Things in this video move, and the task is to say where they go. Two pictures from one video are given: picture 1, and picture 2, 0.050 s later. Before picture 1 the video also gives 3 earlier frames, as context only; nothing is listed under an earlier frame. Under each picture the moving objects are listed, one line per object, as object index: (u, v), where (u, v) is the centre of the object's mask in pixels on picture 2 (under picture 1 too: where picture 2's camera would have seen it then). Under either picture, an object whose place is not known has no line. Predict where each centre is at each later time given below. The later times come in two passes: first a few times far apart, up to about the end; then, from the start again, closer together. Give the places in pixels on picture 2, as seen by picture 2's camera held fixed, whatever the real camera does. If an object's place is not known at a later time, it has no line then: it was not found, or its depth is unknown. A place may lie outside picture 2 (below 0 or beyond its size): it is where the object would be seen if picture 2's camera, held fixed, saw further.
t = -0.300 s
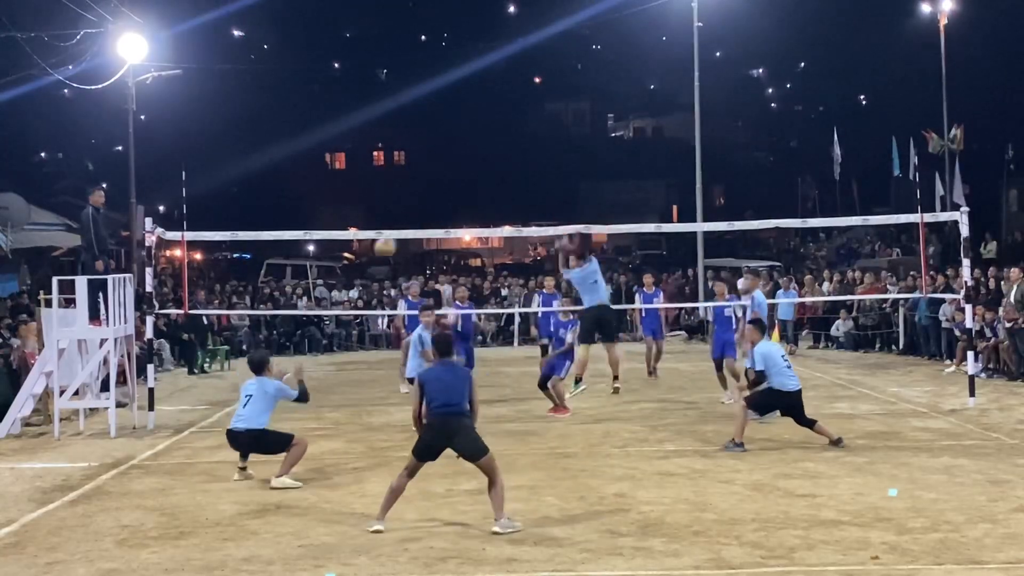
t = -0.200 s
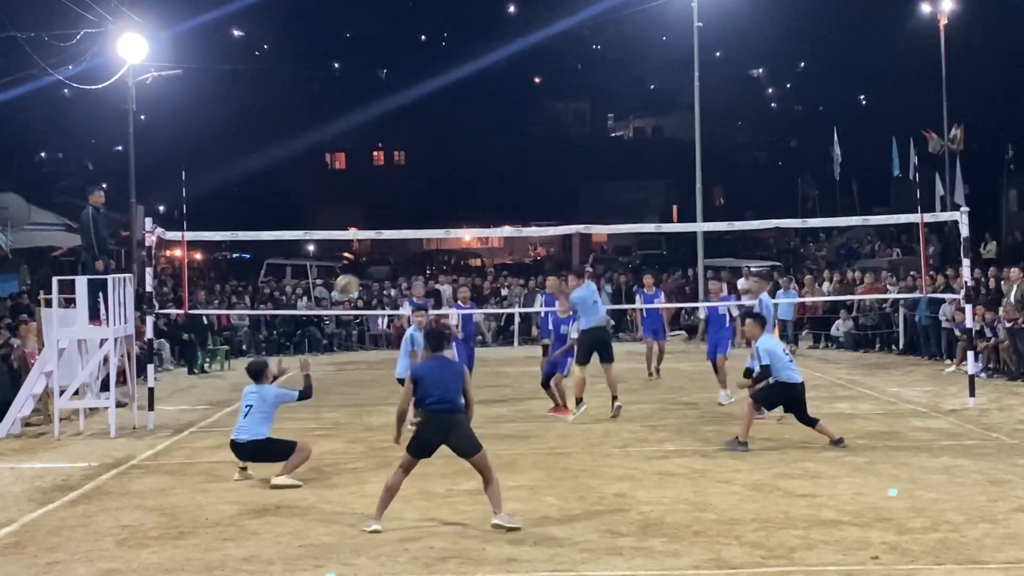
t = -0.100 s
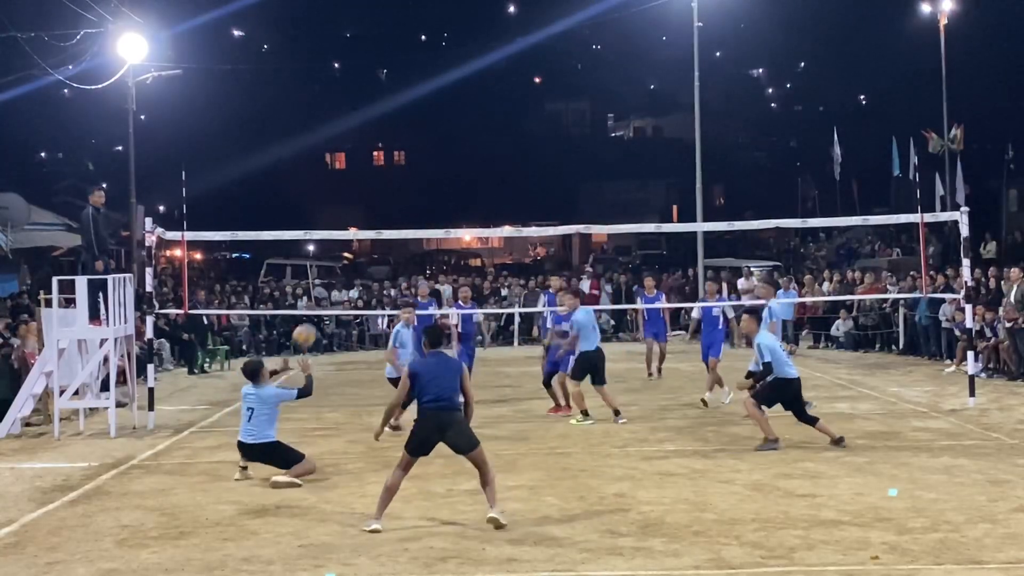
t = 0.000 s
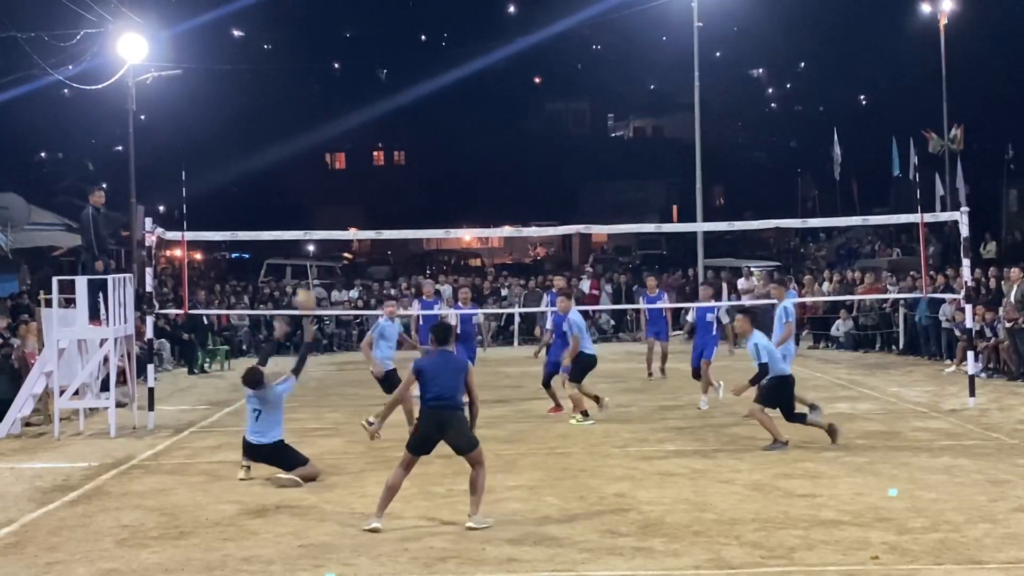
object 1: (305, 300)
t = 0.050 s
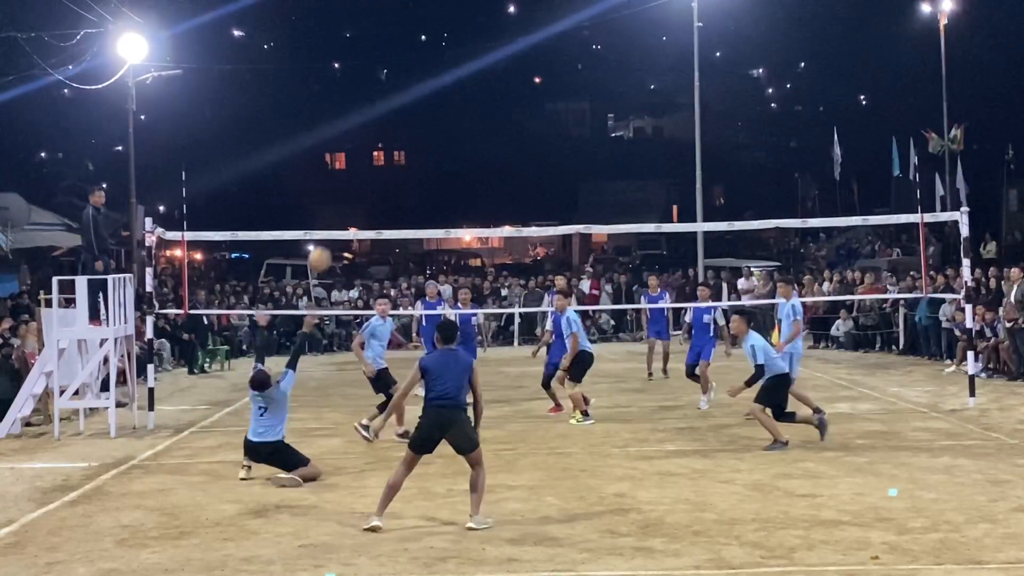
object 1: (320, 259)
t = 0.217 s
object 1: (366, 144)
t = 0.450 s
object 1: (427, 38)
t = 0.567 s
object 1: (456, 9)
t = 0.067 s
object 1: (324, 249)
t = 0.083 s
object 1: (329, 234)
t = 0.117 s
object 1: (338, 209)
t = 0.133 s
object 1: (343, 197)
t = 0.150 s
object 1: (348, 186)
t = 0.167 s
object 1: (352, 175)
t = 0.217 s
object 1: (366, 144)
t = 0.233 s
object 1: (371, 134)
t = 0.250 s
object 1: (375, 125)
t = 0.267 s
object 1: (380, 116)
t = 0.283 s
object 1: (384, 107)
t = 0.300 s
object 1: (389, 99)
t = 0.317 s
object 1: (393, 91)
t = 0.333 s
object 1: (397, 83)
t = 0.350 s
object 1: (401, 76)
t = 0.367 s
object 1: (406, 69)
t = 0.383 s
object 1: (410, 62)
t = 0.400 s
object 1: (414, 56)
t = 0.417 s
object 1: (419, 50)
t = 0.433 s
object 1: (423, 44)
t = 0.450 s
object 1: (427, 38)
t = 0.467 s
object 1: (431, 33)
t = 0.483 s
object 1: (435, 28)
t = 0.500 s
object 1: (439, 24)
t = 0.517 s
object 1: (444, 19)
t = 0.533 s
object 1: (448, 15)
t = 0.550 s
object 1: (452, 11)
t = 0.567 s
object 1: (456, 9)
